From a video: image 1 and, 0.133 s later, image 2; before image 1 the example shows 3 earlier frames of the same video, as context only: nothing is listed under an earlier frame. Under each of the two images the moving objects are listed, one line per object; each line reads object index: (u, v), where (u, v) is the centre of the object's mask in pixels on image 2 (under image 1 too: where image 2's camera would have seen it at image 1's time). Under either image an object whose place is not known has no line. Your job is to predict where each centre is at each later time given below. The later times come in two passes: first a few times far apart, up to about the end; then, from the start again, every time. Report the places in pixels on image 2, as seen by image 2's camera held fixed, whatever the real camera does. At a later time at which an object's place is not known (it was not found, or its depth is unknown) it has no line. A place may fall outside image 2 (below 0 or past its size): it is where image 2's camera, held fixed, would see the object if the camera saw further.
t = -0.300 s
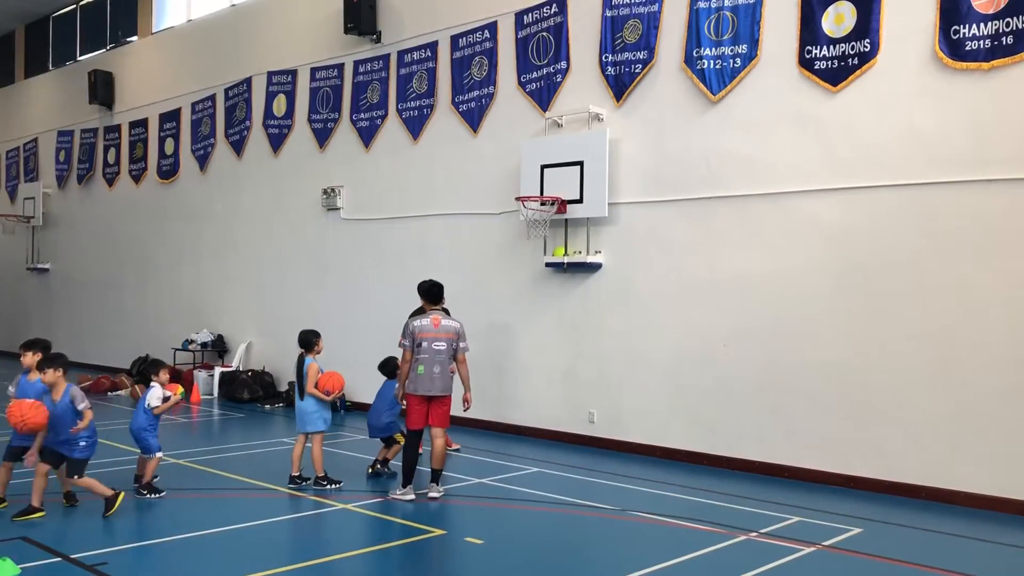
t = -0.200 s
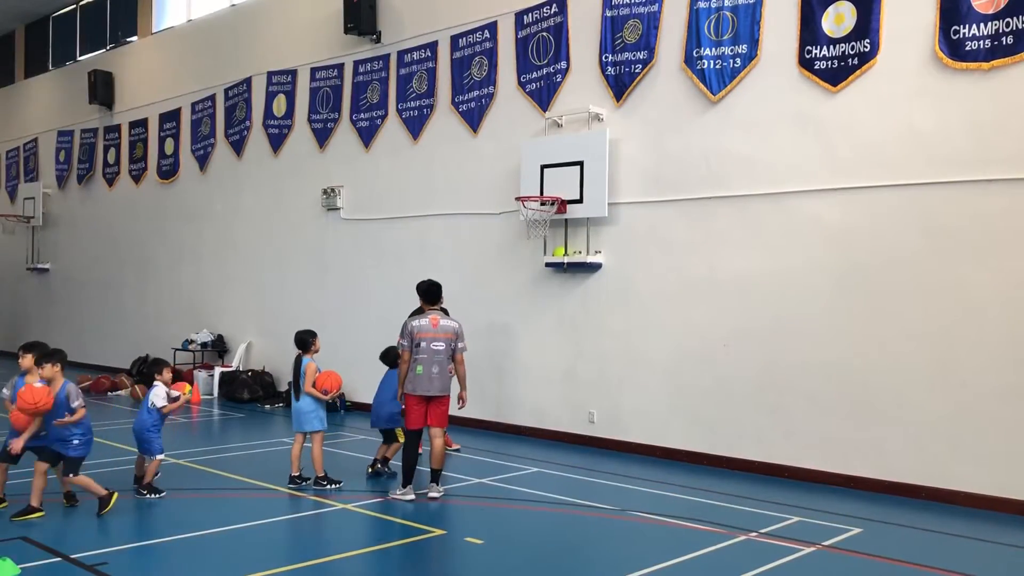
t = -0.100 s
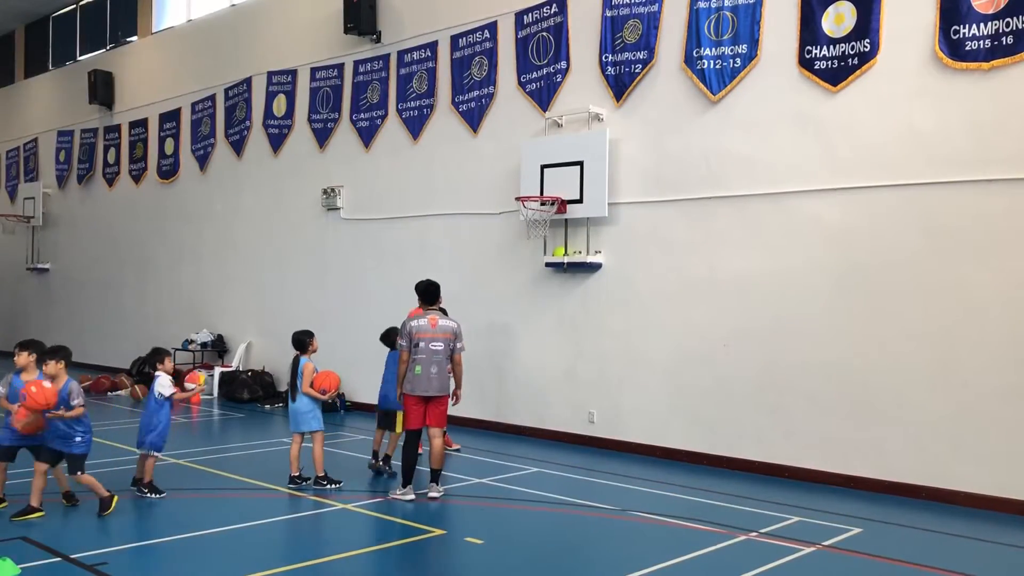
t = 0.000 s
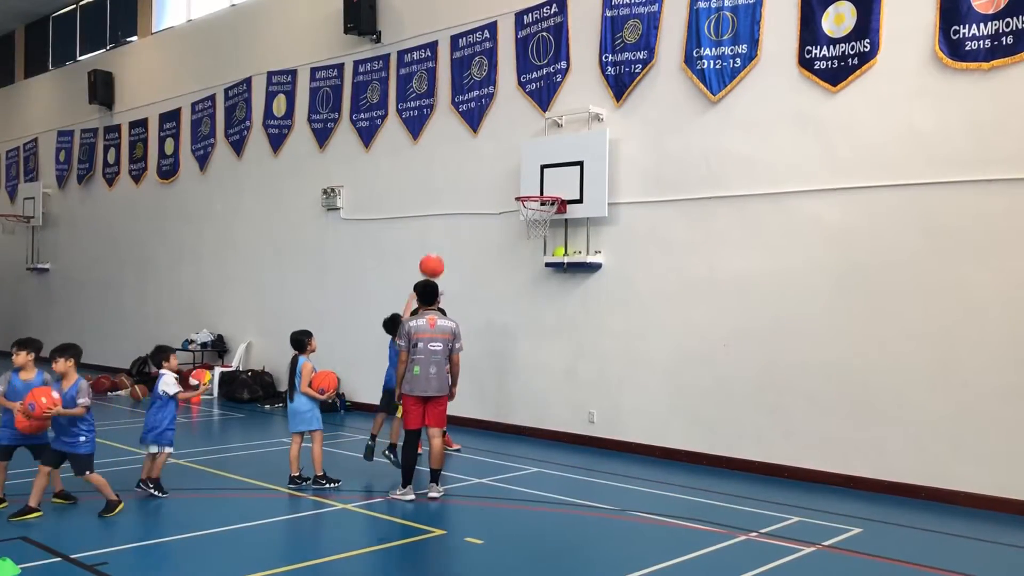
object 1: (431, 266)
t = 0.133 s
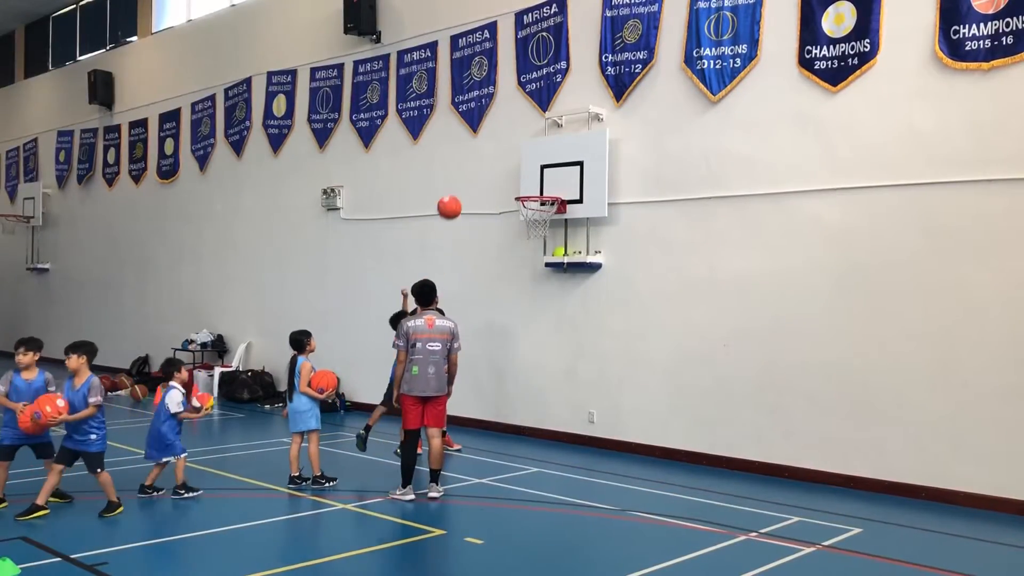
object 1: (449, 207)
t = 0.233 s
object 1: (462, 176)
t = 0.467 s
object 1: (489, 146)
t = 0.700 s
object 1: (514, 170)
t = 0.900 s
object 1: (524, 177)
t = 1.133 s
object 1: (529, 198)
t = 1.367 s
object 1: (537, 244)
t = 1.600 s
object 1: (544, 322)
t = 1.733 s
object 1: (548, 389)
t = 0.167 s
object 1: (453, 195)
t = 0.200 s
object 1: (458, 185)
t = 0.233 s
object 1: (462, 176)
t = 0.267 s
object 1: (466, 168)
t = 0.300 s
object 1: (470, 162)
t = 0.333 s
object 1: (474, 156)
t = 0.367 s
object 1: (478, 152)
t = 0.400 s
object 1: (482, 149)
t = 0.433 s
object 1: (485, 147)
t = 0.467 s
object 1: (489, 146)
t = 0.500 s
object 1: (493, 146)
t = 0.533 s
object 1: (497, 148)
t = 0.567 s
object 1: (500, 150)
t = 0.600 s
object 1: (504, 153)
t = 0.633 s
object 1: (507, 158)
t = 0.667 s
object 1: (511, 163)
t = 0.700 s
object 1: (514, 170)
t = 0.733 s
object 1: (517, 178)
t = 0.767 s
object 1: (520, 186)
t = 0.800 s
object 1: (521, 184)
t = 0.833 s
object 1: (522, 180)
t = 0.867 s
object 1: (523, 178)
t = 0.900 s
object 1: (524, 177)
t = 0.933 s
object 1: (525, 177)
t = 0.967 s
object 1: (526, 178)
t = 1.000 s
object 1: (526, 180)
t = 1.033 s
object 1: (527, 183)
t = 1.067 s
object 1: (528, 186)
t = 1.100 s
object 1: (528, 189)
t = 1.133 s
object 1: (529, 198)
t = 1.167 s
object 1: (530, 207)
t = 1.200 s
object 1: (530, 212)
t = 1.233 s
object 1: (531, 219)
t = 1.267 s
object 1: (533, 224)
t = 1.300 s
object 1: (534, 230)
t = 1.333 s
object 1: (535, 236)
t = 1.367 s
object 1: (537, 244)
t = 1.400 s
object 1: (538, 251)
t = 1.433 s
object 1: (539, 261)
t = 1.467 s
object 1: (540, 271)
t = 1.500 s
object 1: (541, 282)
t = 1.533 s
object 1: (542, 295)
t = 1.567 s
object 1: (543, 308)
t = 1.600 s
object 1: (544, 322)
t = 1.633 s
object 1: (545, 338)
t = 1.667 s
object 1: (546, 354)
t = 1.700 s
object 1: (547, 371)
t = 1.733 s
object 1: (548, 389)
